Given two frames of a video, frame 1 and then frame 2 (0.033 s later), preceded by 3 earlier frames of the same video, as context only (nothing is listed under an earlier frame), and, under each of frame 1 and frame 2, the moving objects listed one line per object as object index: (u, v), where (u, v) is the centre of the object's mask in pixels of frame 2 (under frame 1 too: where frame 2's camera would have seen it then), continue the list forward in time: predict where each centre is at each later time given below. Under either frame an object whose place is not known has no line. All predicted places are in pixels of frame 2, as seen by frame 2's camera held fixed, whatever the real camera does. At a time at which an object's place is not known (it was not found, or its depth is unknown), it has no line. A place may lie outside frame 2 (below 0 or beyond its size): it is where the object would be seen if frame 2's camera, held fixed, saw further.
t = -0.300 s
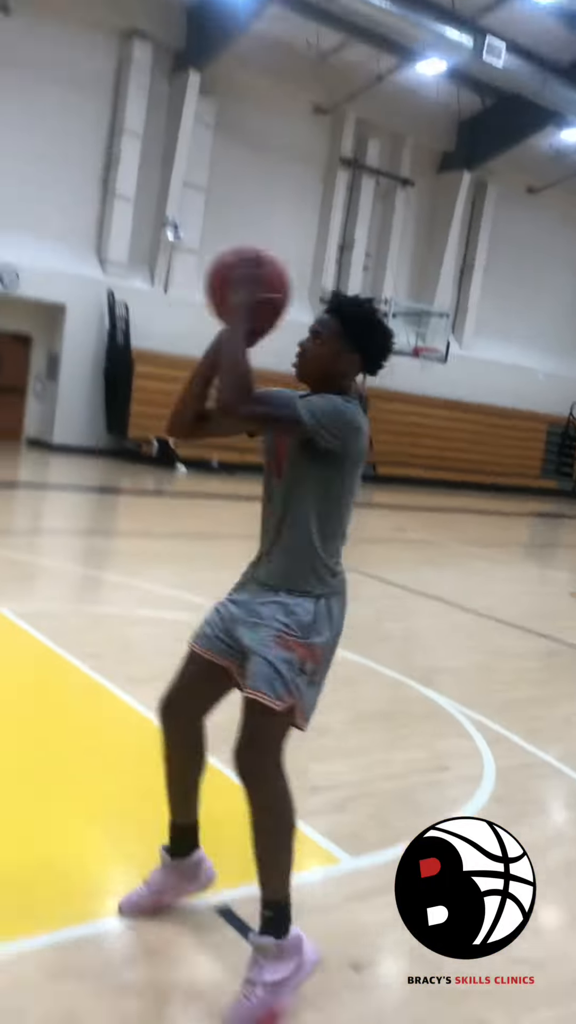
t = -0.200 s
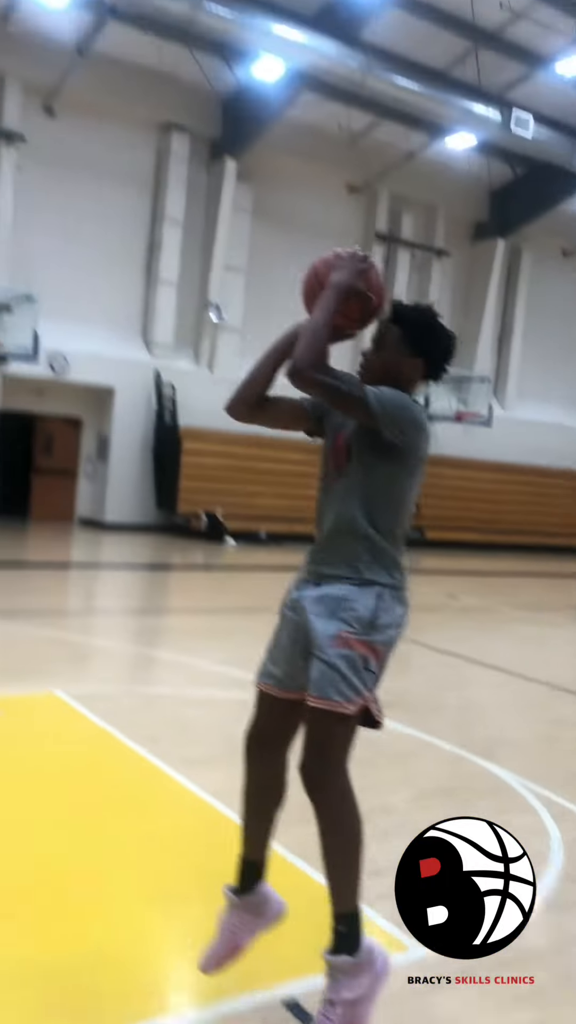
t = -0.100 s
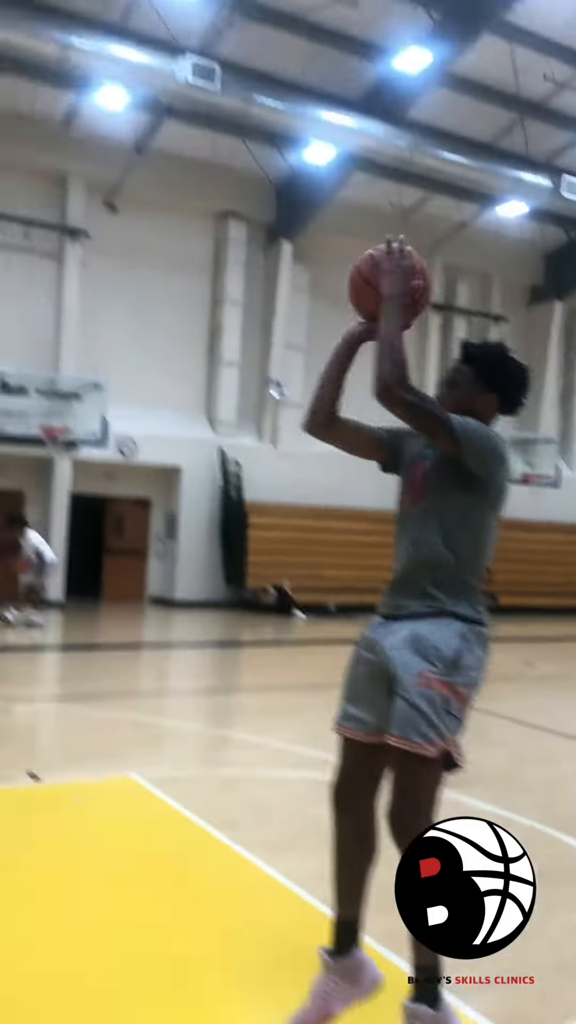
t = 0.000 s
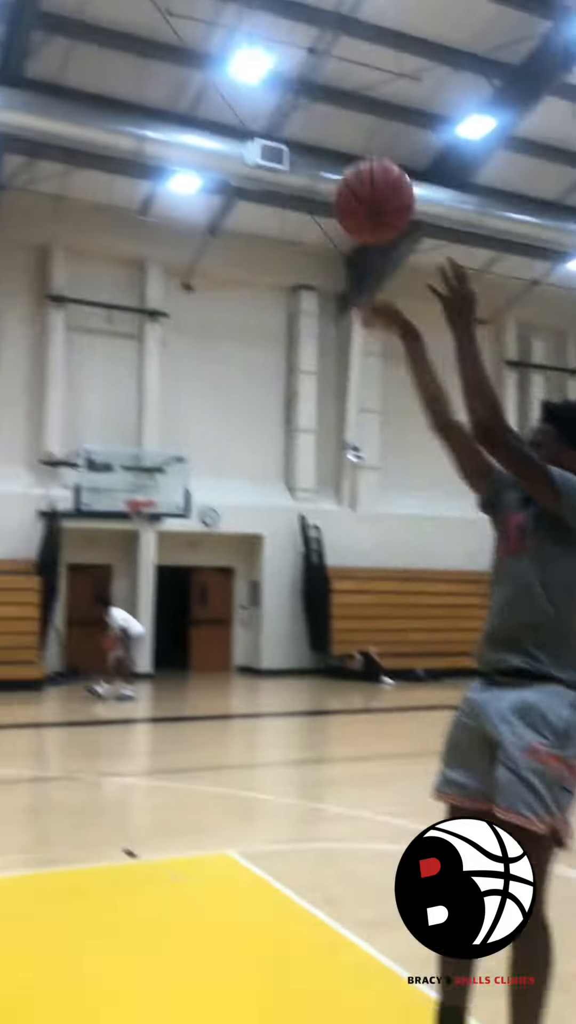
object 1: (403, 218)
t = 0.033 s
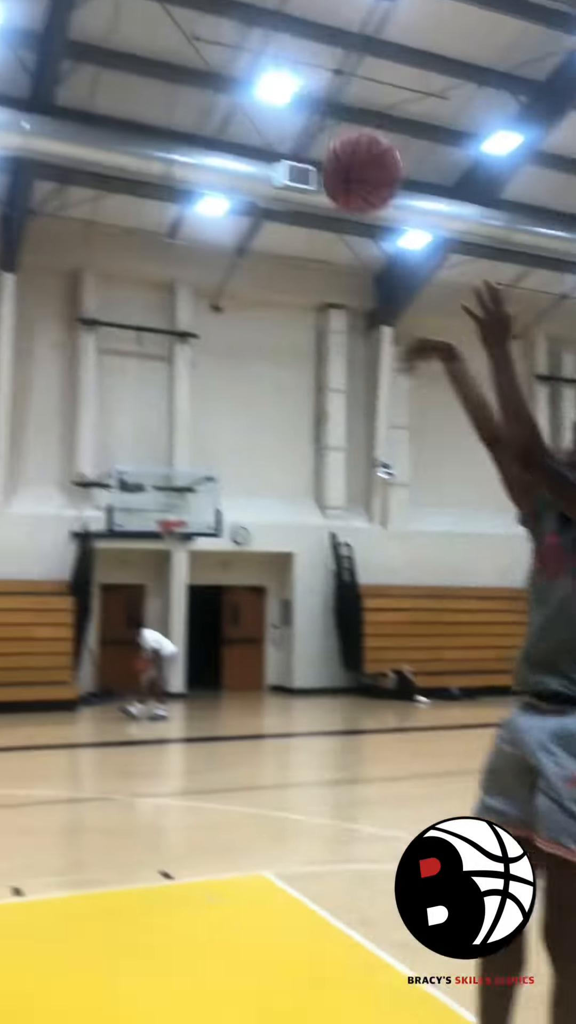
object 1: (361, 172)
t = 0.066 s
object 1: (323, 129)
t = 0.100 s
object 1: (286, 92)
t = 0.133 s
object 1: (247, 55)
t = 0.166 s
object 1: (211, 27)
